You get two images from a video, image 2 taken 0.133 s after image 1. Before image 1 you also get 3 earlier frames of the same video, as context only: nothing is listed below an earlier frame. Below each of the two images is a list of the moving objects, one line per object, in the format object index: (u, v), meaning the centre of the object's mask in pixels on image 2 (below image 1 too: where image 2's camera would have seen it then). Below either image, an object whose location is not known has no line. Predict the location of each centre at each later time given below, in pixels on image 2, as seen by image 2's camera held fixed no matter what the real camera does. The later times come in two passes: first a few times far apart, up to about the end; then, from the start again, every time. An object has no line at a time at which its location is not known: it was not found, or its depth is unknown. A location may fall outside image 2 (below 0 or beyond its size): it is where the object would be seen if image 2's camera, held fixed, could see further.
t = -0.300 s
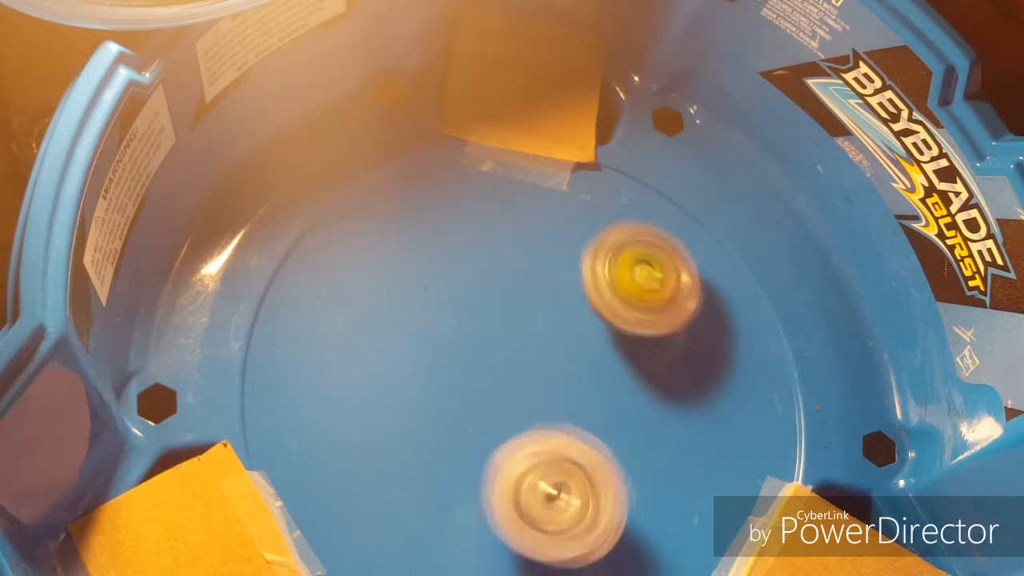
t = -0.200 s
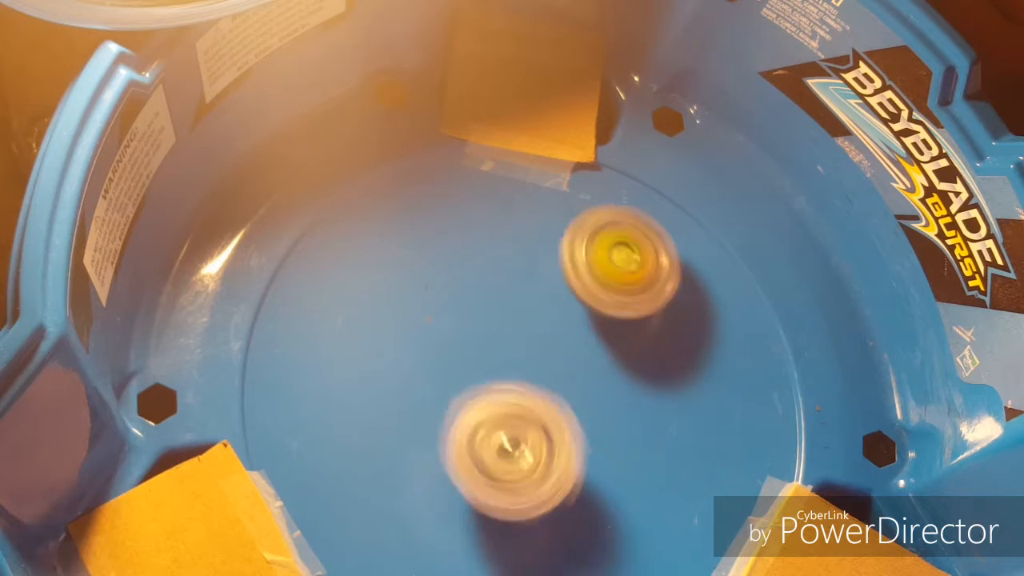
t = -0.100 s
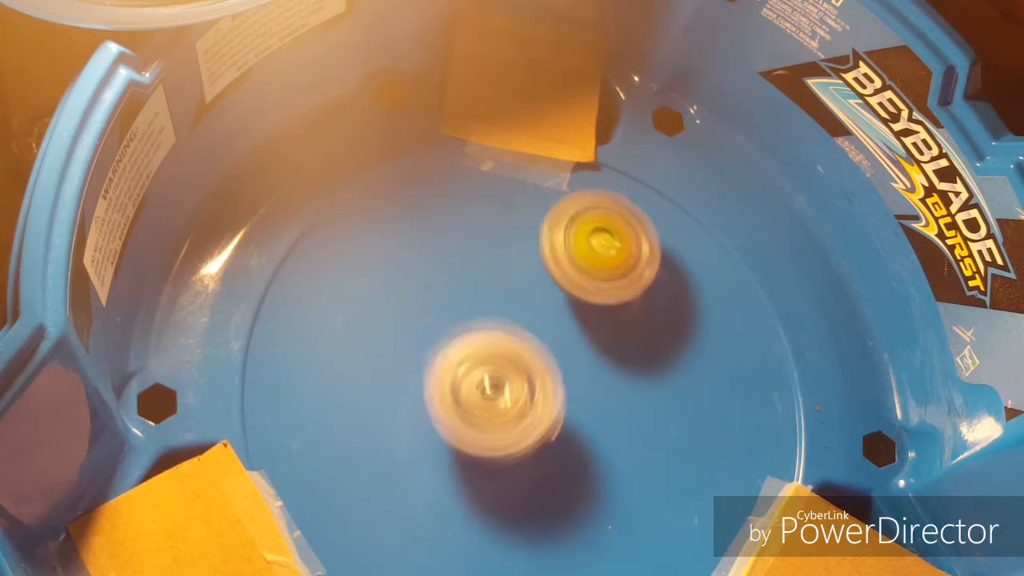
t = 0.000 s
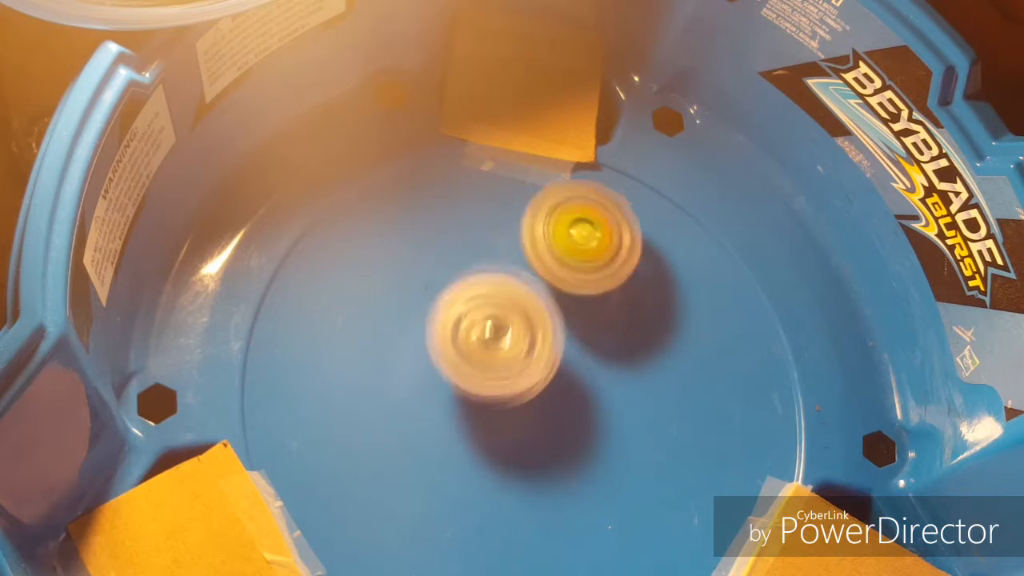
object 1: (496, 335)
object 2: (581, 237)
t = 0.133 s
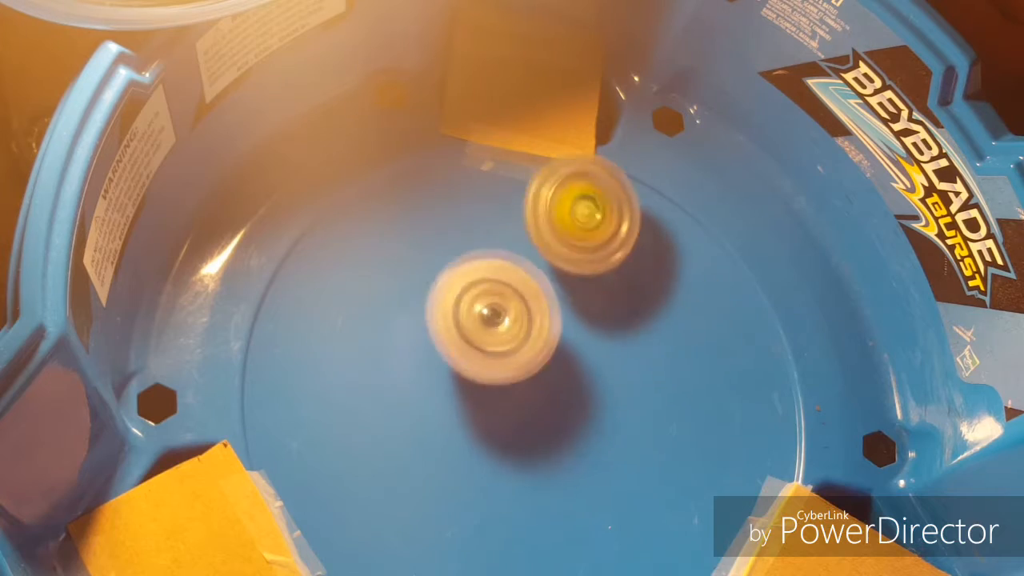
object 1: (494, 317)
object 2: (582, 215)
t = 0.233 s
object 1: (498, 327)
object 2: (576, 207)
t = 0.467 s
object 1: (517, 391)
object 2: (552, 235)
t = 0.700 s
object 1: (521, 454)
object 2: (489, 312)
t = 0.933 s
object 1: (541, 504)
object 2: (418, 343)
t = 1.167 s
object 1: (553, 483)
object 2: (395, 335)
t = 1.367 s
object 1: (571, 398)
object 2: (417, 344)
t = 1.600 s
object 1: (610, 319)
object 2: (466, 398)
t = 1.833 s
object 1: (612, 327)
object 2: (504, 470)
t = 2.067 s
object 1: (523, 373)
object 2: (501, 501)
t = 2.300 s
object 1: (449, 337)
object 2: (495, 494)
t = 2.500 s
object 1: (470, 328)
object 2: (518, 466)
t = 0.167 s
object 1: (495, 319)
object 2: (579, 211)
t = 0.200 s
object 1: (494, 323)
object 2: (576, 209)
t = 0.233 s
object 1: (498, 327)
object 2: (576, 207)
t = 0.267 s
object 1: (501, 334)
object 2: (573, 208)
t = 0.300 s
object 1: (504, 341)
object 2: (572, 210)
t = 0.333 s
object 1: (508, 349)
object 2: (568, 213)
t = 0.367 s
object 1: (508, 360)
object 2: (564, 217)
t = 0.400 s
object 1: (513, 370)
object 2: (563, 221)
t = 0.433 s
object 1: (515, 383)
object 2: (557, 226)
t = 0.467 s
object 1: (517, 391)
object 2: (552, 235)
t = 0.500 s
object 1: (521, 403)
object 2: (547, 240)
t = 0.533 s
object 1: (520, 413)
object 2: (539, 248)
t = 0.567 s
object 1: (523, 422)
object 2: (532, 260)
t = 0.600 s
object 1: (521, 433)
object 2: (523, 271)
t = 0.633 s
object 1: (522, 440)
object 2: (512, 285)
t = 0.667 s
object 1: (521, 449)
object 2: (501, 299)
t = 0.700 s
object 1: (521, 454)
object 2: (489, 312)
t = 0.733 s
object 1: (520, 460)
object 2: (479, 327)
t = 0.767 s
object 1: (518, 463)
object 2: (468, 339)
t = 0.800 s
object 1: (526, 471)
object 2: (455, 341)
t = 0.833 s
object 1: (528, 481)
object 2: (445, 342)
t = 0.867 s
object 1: (533, 491)
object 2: (433, 343)
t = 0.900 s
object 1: (537, 499)
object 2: (426, 344)
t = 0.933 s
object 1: (541, 504)
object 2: (418, 343)
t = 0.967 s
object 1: (543, 508)
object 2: (412, 343)
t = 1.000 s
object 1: (545, 509)
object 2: (407, 342)
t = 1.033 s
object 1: (547, 508)
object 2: (401, 340)
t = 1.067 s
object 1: (549, 506)
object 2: (399, 339)
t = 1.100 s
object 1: (550, 500)
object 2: (396, 337)
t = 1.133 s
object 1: (550, 491)
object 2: (395, 337)
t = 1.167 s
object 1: (553, 483)
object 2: (395, 335)
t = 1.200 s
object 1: (553, 469)
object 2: (396, 335)
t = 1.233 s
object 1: (556, 460)
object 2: (399, 335)
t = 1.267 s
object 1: (558, 443)
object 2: (401, 335)
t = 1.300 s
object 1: (563, 430)
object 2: (406, 339)
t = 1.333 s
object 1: (566, 412)
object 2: (410, 339)
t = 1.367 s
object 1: (571, 398)
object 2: (417, 344)
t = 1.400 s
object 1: (575, 383)
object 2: (422, 348)
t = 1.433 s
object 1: (581, 370)
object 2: (427, 354)
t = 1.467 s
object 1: (586, 357)
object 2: (435, 359)
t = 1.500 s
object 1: (592, 344)
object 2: (441, 367)
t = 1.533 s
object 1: (598, 334)
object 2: (450, 377)
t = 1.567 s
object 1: (605, 324)
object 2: (458, 386)
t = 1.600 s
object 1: (610, 319)
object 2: (466, 398)
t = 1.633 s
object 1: (616, 313)
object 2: (475, 408)
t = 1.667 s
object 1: (619, 313)
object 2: (482, 420)
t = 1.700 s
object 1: (621, 312)
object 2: (491, 432)
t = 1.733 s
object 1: (621, 314)
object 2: (496, 442)
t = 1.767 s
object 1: (620, 317)
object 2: (500, 453)
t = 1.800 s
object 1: (616, 322)
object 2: (503, 461)
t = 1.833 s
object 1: (612, 327)
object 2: (504, 470)
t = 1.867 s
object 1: (604, 334)
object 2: (506, 475)
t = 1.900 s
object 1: (593, 342)
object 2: (505, 481)
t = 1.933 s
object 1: (581, 351)
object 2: (507, 487)
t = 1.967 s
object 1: (566, 358)
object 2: (505, 491)
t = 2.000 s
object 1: (553, 364)
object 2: (505, 496)
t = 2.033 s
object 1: (538, 369)
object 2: (503, 497)
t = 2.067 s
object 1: (523, 373)
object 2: (501, 501)
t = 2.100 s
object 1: (507, 372)
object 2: (498, 503)
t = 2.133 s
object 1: (492, 368)
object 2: (494, 504)
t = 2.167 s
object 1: (479, 362)
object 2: (494, 502)
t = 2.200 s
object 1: (468, 356)
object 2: (494, 502)
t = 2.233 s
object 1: (457, 348)
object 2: (493, 500)
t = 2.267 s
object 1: (453, 344)
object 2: (491, 496)
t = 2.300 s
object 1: (449, 337)
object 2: (495, 494)
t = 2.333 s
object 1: (447, 332)
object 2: (494, 489)
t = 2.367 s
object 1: (447, 328)
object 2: (498, 484)
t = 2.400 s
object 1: (451, 330)
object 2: (501, 478)
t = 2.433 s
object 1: (456, 325)
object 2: (506, 477)
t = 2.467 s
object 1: (464, 328)
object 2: (511, 470)
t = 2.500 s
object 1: (470, 328)
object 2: (518, 466)
